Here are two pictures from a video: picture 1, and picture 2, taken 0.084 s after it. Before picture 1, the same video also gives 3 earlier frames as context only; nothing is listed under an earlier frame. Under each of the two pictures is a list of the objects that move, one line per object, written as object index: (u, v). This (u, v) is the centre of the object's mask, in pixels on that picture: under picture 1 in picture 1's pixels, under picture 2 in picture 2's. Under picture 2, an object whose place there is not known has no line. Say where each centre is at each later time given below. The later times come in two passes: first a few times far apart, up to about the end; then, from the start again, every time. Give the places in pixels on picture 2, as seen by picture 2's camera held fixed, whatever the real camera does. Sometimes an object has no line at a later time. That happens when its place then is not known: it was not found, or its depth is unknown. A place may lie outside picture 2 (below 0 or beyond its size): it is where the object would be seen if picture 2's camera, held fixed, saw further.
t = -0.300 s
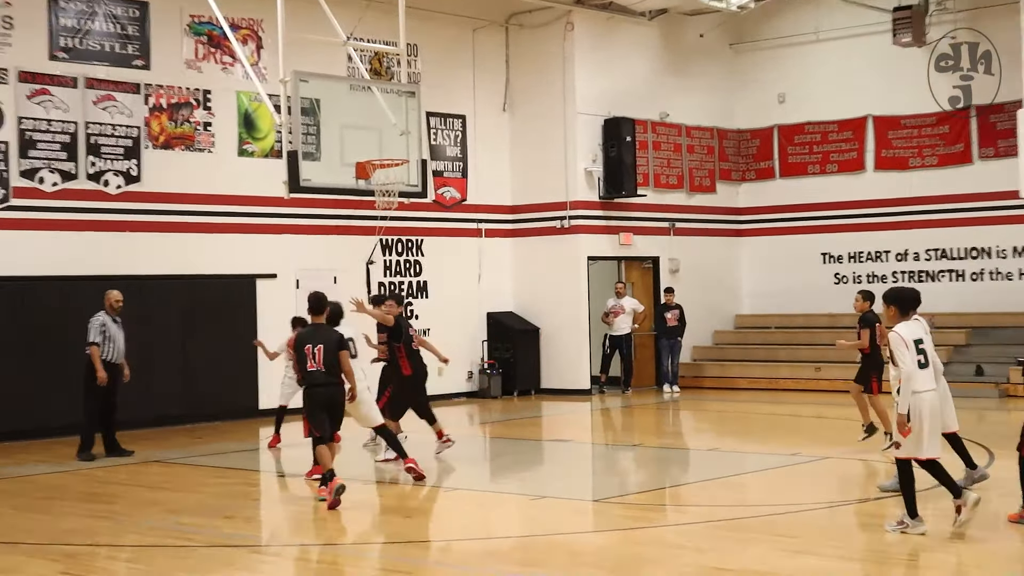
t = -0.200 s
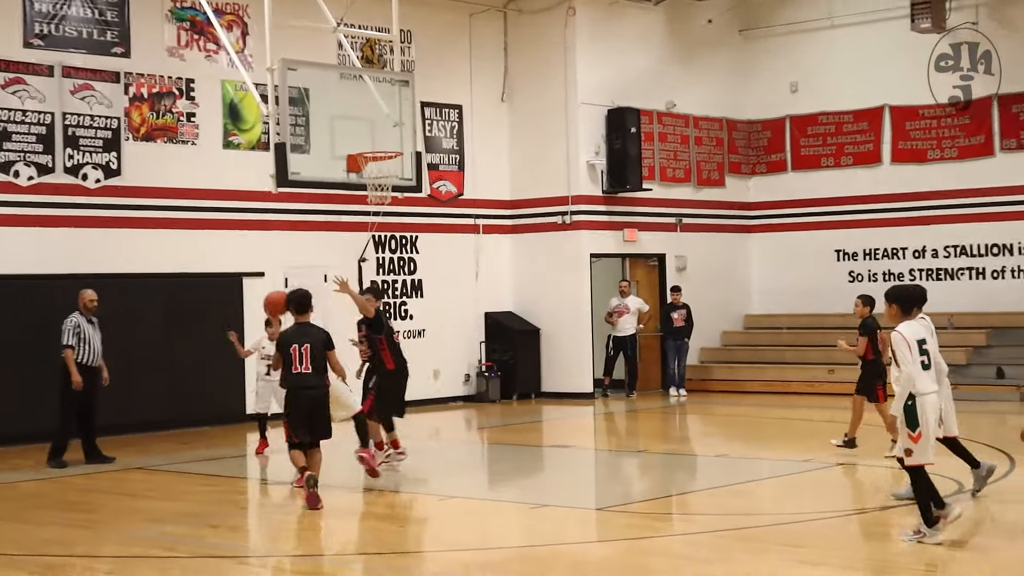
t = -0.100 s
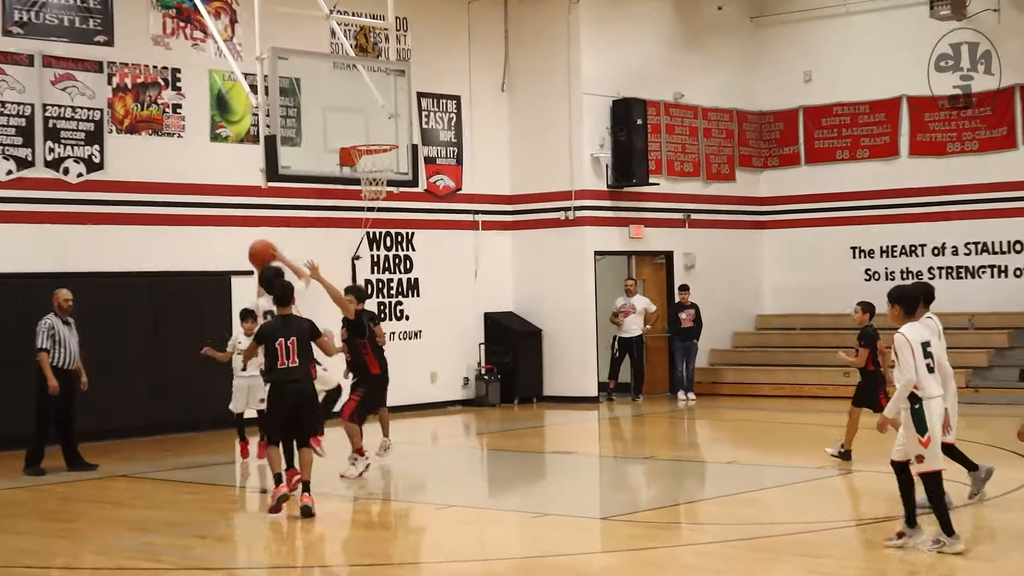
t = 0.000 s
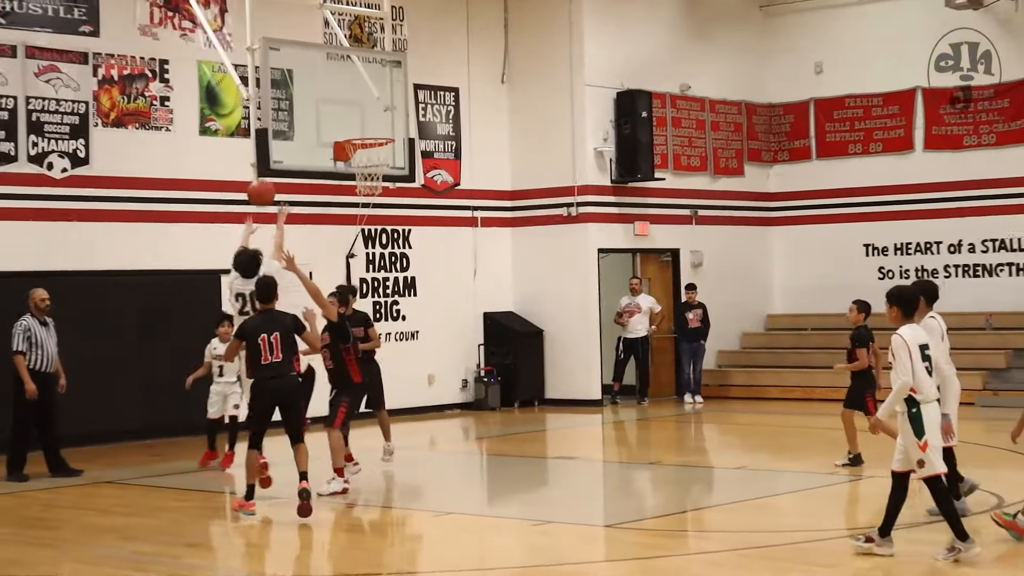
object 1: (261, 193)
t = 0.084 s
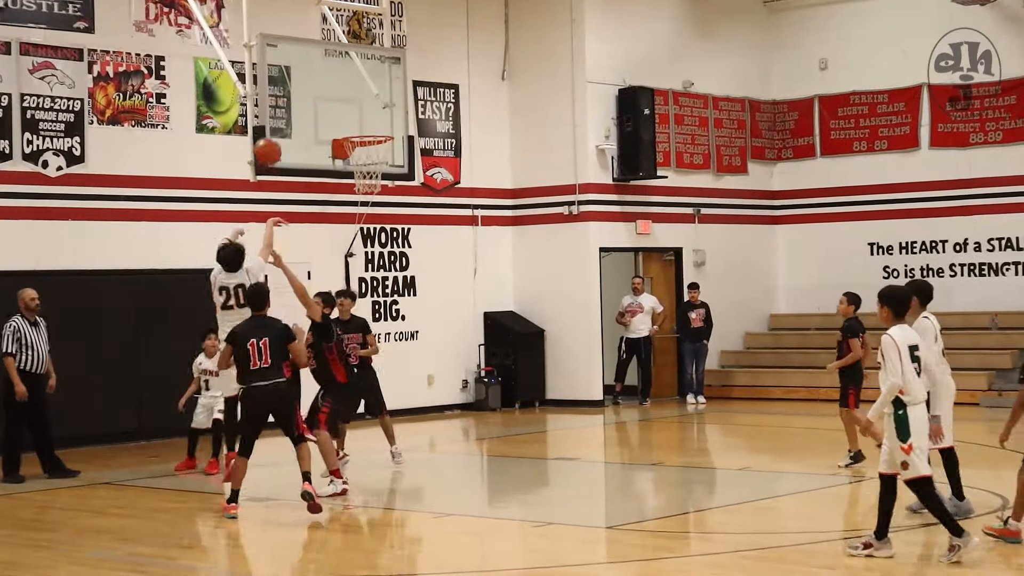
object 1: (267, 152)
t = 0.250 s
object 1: (284, 101)
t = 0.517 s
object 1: (323, 85)
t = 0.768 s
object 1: (379, 124)
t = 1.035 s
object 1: (371, 128)
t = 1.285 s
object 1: (360, 155)
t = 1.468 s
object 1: (369, 189)
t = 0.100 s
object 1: (269, 145)
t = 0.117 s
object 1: (270, 139)
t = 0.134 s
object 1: (272, 133)
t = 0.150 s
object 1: (274, 128)
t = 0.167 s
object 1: (276, 122)
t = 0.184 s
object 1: (277, 116)
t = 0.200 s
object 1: (279, 112)
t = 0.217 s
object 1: (281, 108)
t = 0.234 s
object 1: (283, 104)
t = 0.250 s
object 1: (284, 101)
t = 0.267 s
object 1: (286, 97)
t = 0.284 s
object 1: (287, 95)
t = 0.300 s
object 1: (288, 92)
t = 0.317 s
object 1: (291, 90)
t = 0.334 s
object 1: (292, 87)
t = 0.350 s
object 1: (294, 86)
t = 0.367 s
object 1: (296, 85)
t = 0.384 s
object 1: (297, 83)
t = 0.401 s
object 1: (299, 83)
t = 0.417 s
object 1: (300, 82)
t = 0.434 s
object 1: (302, 82)
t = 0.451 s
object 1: (306, 82)
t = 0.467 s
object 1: (310, 83)
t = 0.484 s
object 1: (314, 83)
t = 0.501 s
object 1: (319, 84)
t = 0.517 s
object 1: (323, 85)
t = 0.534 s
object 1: (327, 86)
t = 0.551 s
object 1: (331, 88)
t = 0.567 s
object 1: (336, 90)
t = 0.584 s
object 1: (340, 92)
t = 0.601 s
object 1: (344, 95)
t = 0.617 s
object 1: (348, 98)
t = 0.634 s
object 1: (353, 101)
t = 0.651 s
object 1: (357, 104)
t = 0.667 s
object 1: (361, 108)
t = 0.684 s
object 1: (366, 112)
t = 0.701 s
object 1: (370, 117)
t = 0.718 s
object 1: (375, 121)
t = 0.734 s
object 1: (379, 125)
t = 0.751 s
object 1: (379, 125)
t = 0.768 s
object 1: (379, 124)
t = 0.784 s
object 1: (379, 123)
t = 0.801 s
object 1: (378, 123)
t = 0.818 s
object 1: (378, 123)
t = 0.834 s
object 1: (378, 123)
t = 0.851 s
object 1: (378, 123)
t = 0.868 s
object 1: (378, 124)
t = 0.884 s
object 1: (378, 124)
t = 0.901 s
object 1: (378, 125)
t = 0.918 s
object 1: (378, 126)
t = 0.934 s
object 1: (378, 127)
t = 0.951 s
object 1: (378, 128)
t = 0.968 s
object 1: (377, 129)
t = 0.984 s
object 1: (375, 128)
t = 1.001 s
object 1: (374, 128)
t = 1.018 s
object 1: (372, 128)
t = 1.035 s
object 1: (371, 128)
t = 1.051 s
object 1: (369, 128)
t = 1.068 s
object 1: (367, 129)
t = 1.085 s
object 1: (366, 129)
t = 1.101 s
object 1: (364, 130)
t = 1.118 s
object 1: (363, 136)
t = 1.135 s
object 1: (361, 139)
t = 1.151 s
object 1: (360, 141)
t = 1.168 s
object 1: (360, 142)
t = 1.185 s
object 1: (361, 143)
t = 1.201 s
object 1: (360, 145)
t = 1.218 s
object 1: (359, 148)
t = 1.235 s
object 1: (360, 149)
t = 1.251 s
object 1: (360, 151)
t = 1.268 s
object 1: (360, 153)
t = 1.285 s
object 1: (360, 155)
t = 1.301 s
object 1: (362, 162)
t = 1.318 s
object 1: (362, 165)
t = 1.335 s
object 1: (363, 168)
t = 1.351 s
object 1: (363, 170)
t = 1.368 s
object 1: (363, 174)
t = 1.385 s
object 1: (365, 176)
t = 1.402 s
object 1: (365, 177)
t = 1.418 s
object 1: (366, 178)
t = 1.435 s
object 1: (366, 185)
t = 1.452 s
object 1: (368, 187)
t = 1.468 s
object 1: (369, 189)
